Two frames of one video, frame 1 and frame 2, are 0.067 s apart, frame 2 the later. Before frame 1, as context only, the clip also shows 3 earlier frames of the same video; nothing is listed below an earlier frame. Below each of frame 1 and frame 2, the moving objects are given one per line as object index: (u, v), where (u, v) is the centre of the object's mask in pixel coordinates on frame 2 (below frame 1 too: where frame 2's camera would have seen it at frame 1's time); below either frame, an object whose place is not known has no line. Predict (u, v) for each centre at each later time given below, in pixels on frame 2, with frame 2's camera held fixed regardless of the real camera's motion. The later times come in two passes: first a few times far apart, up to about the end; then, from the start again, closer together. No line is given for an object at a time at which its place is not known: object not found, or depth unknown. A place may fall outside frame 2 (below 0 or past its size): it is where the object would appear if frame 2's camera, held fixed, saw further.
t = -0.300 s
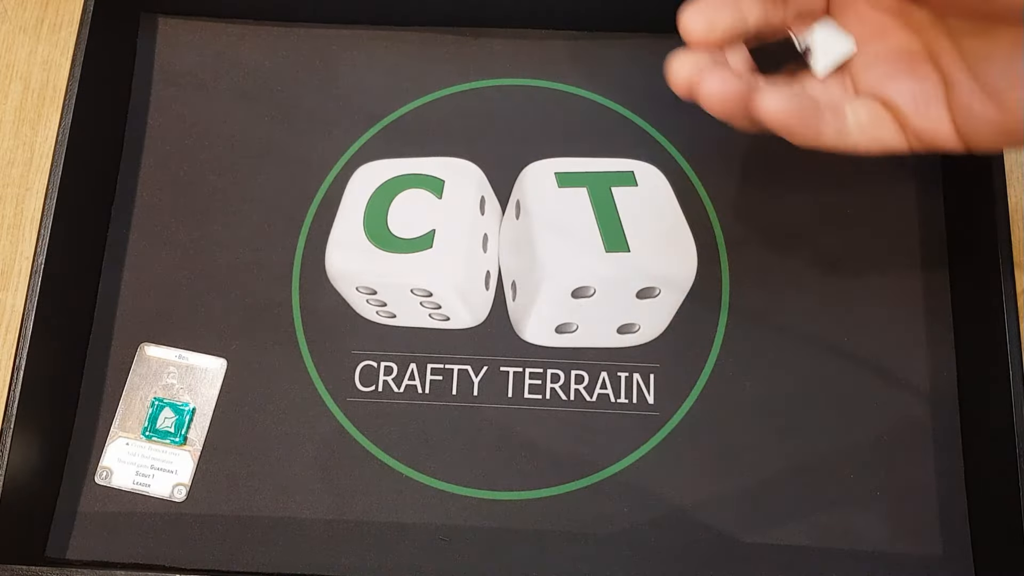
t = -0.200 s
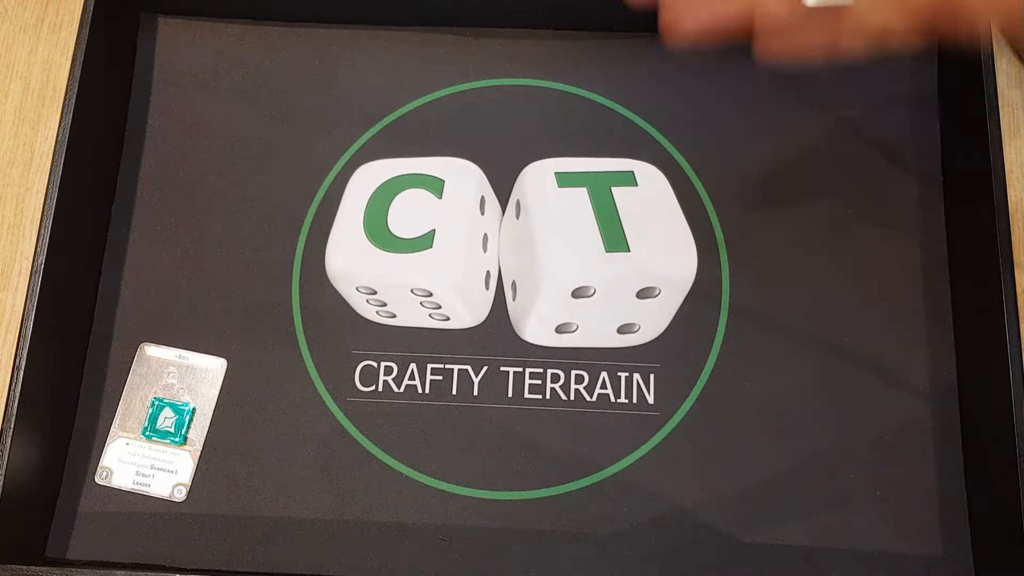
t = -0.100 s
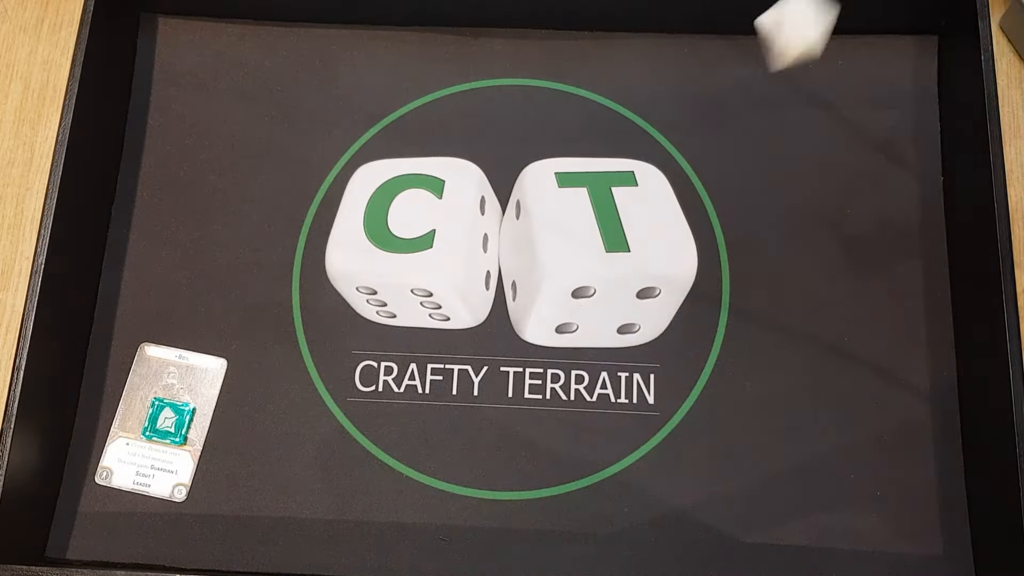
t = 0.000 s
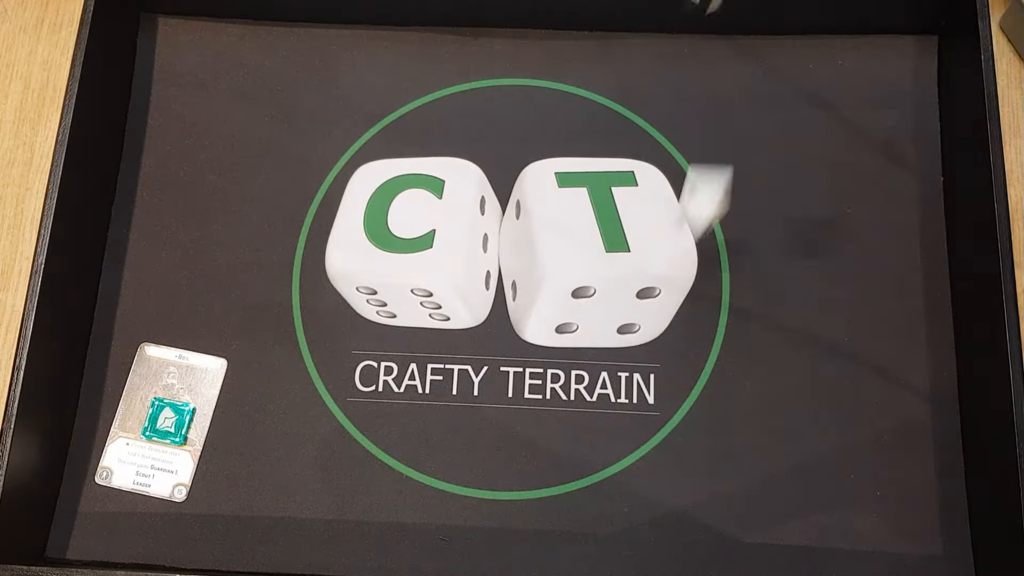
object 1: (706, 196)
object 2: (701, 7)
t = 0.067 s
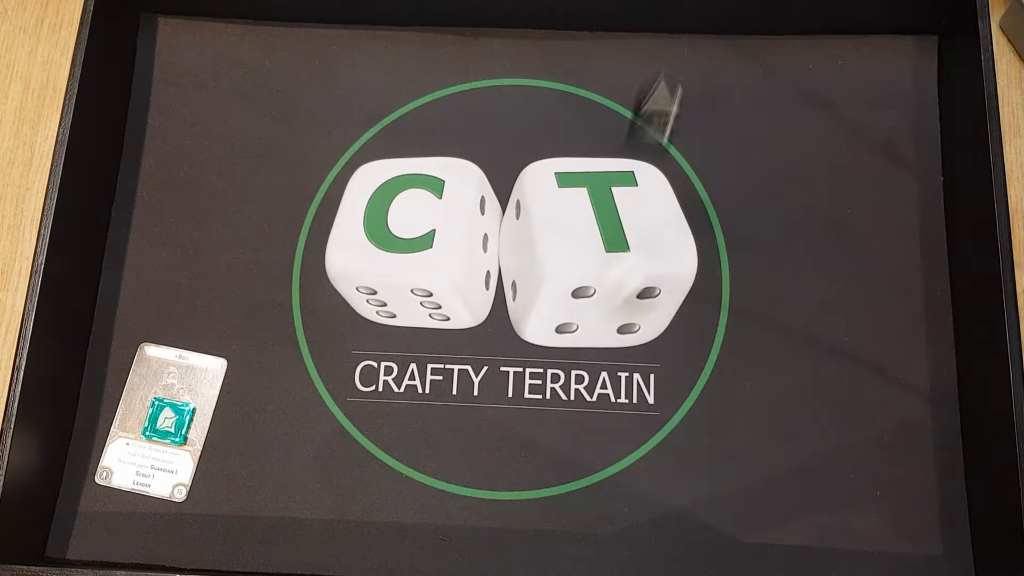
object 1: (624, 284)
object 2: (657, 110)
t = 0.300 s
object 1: (336, 515)
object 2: (432, 61)
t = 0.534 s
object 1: (207, 521)
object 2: (239, 67)
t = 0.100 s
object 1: (584, 316)
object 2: (630, 182)
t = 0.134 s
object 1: (536, 347)
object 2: (604, 160)
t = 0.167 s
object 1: (490, 384)
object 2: (575, 136)
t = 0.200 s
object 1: (444, 427)
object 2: (545, 120)
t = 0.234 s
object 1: (405, 456)
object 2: (514, 111)
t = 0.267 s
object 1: (368, 487)
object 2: (475, 83)
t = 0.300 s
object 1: (336, 515)
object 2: (432, 61)
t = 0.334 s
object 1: (307, 530)
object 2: (395, 40)
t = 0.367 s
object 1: (282, 545)
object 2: (356, 19)
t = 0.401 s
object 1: (262, 548)
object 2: (322, 20)
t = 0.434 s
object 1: (246, 541)
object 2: (294, 35)
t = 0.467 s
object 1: (218, 527)
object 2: (249, 47)
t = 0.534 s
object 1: (207, 521)
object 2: (239, 67)
